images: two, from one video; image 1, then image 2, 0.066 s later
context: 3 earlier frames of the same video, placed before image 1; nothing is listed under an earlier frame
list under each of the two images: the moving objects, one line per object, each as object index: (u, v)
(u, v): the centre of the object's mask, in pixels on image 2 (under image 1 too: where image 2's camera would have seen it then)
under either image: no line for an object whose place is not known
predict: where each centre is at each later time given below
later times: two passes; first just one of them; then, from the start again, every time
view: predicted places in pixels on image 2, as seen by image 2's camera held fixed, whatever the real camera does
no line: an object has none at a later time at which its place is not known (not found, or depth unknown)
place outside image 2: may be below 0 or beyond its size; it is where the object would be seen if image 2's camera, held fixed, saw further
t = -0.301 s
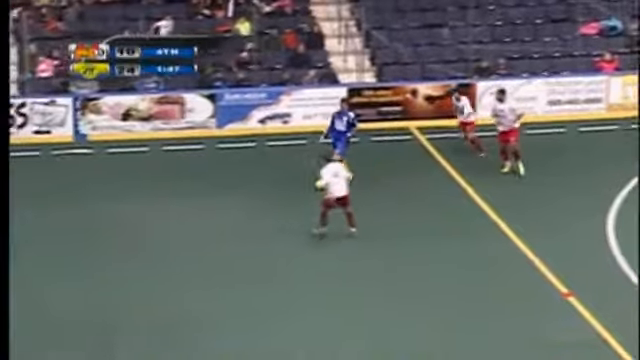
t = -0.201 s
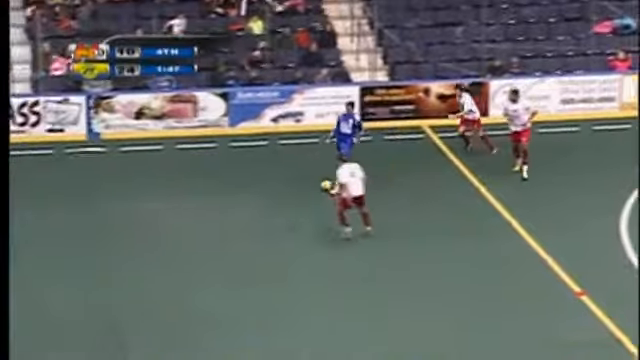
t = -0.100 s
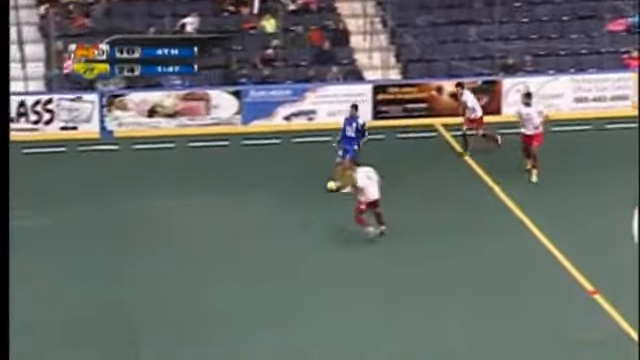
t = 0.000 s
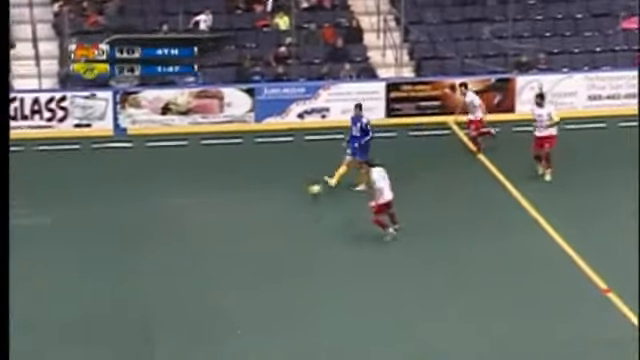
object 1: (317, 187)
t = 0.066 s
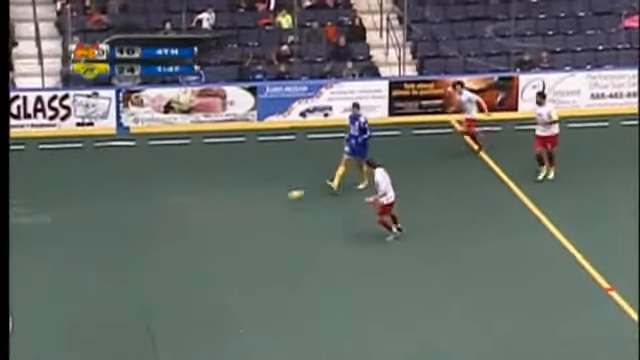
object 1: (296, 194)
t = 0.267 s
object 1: (228, 227)
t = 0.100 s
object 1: (284, 198)
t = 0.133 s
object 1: (273, 203)
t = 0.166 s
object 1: (262, 208)
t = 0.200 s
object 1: (249, 214)
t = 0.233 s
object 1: (238, 221)
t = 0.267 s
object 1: (228, 227)
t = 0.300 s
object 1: (218, 236)
